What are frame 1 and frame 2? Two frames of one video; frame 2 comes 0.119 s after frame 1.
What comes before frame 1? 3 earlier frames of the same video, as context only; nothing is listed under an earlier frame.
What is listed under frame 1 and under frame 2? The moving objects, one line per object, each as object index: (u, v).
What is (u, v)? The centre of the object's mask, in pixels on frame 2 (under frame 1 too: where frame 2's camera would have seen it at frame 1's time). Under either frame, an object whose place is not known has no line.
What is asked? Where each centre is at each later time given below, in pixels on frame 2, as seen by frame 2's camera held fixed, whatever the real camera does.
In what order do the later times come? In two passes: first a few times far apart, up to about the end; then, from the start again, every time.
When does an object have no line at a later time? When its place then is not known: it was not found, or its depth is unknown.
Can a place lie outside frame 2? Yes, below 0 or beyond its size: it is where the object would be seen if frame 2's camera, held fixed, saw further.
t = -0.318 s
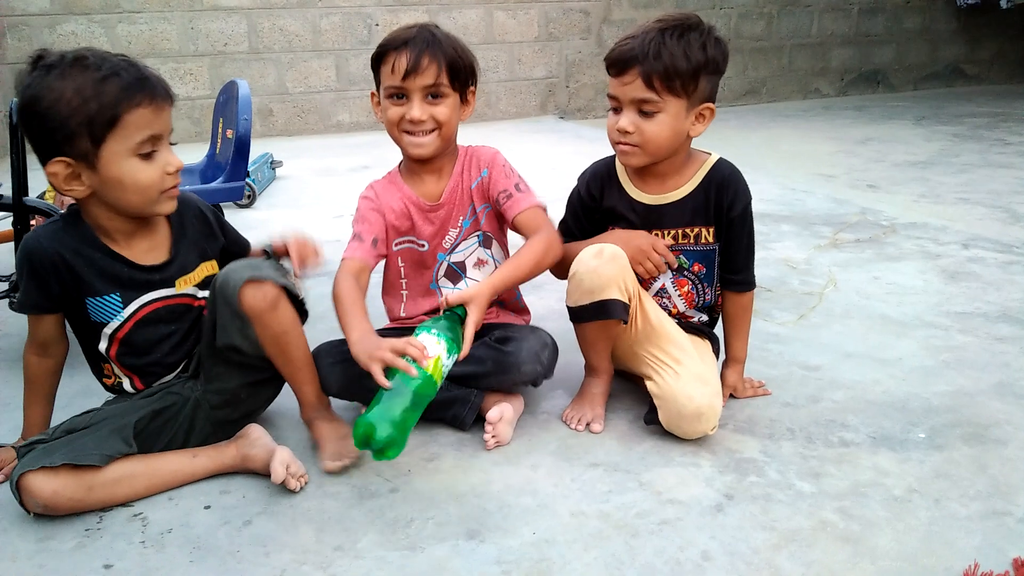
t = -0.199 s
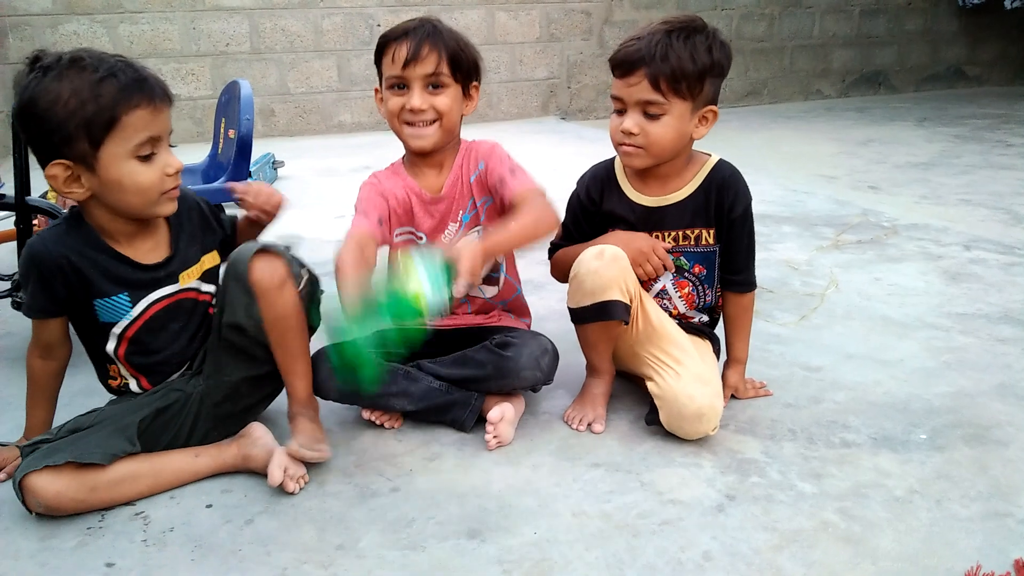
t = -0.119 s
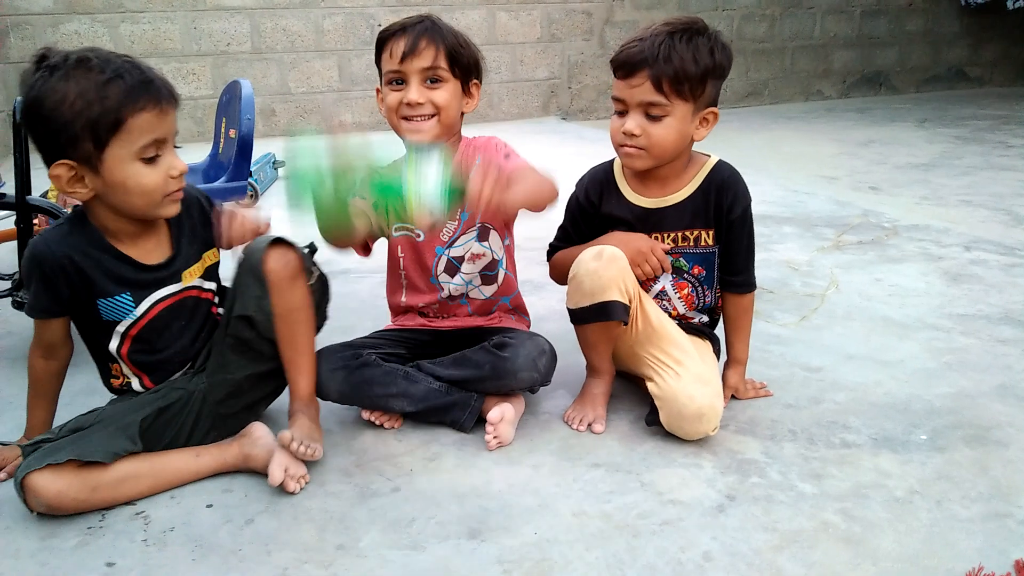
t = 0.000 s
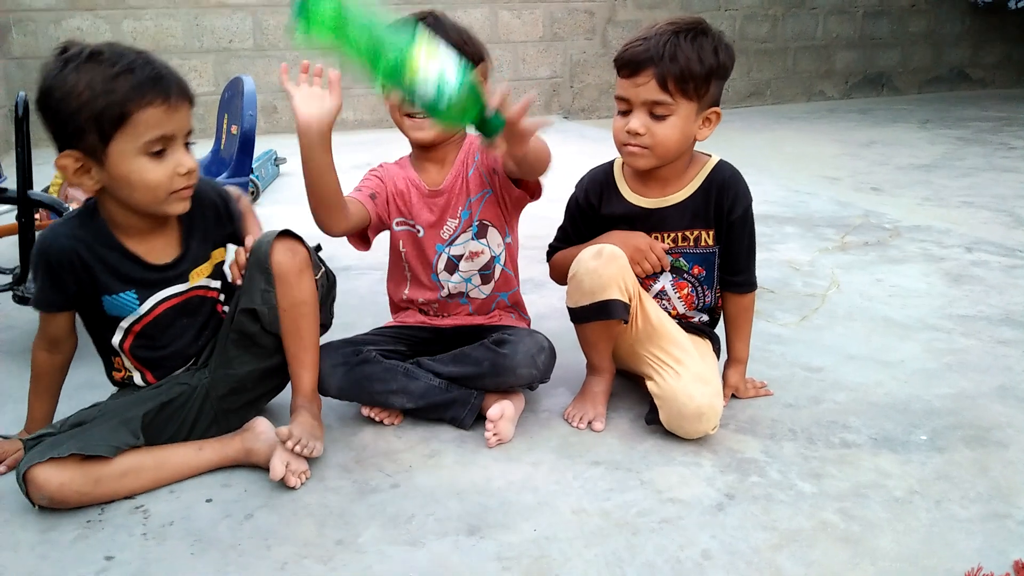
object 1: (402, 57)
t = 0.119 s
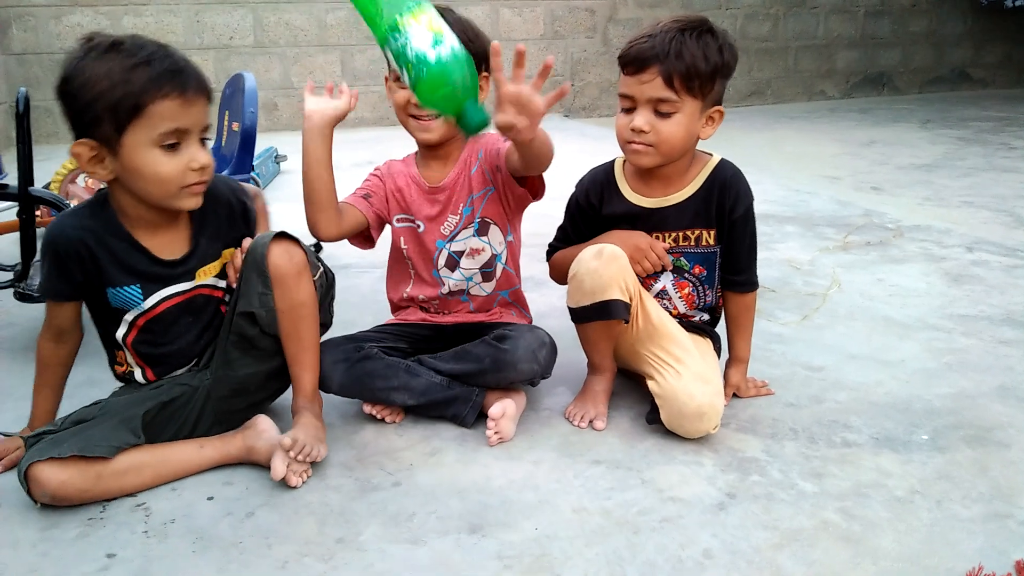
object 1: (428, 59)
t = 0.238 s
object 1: (433, 148)
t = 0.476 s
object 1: (422, 471)
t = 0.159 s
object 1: (426, 71)
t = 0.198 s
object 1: (425, 95)
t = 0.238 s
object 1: (433, 148)
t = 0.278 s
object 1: (445, 231)
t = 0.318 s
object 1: (457, 336)
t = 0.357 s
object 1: (465, 395)
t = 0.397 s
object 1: (462, 461)
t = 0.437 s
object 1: (443, 463)
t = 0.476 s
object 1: (422, 471)
